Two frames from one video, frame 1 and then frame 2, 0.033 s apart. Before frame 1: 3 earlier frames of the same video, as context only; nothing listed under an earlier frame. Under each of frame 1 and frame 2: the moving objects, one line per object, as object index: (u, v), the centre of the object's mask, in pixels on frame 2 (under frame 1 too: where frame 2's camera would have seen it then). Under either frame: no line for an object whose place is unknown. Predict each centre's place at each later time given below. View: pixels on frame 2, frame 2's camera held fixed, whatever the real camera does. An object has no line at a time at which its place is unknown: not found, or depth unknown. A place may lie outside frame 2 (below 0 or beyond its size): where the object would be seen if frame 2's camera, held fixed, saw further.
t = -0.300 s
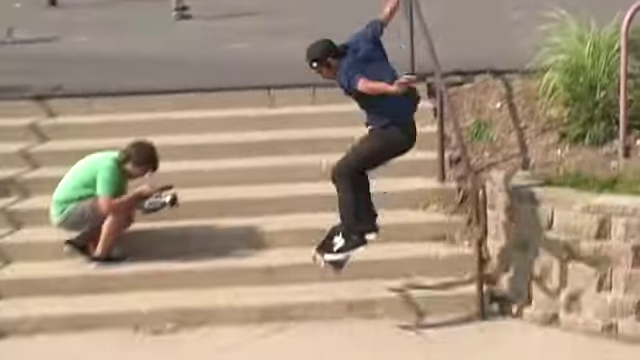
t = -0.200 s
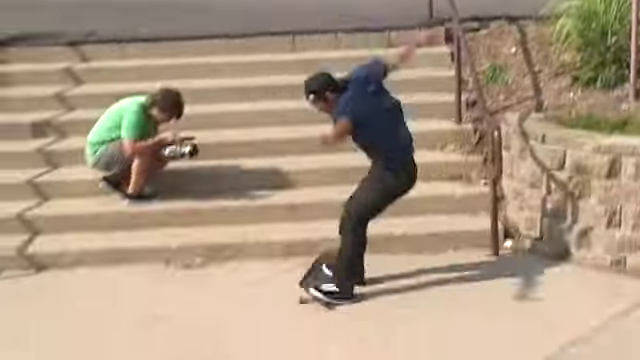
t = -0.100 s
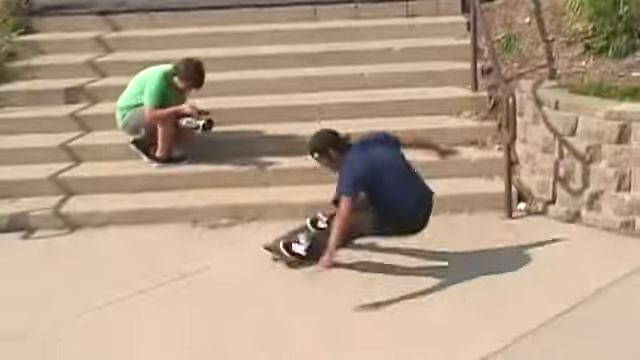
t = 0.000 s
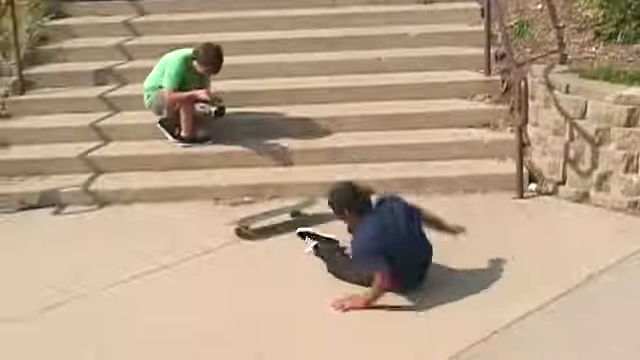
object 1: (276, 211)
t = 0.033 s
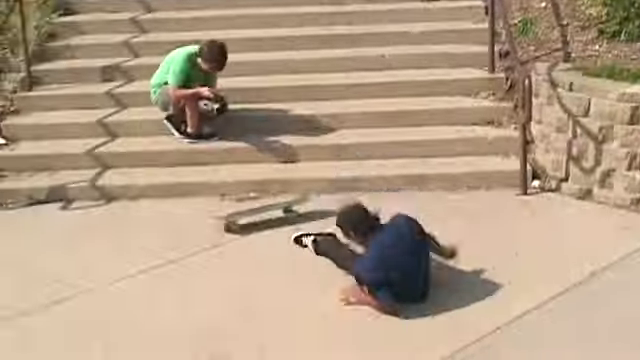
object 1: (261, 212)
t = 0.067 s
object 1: (243, 211)
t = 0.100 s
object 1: (226, 214)
